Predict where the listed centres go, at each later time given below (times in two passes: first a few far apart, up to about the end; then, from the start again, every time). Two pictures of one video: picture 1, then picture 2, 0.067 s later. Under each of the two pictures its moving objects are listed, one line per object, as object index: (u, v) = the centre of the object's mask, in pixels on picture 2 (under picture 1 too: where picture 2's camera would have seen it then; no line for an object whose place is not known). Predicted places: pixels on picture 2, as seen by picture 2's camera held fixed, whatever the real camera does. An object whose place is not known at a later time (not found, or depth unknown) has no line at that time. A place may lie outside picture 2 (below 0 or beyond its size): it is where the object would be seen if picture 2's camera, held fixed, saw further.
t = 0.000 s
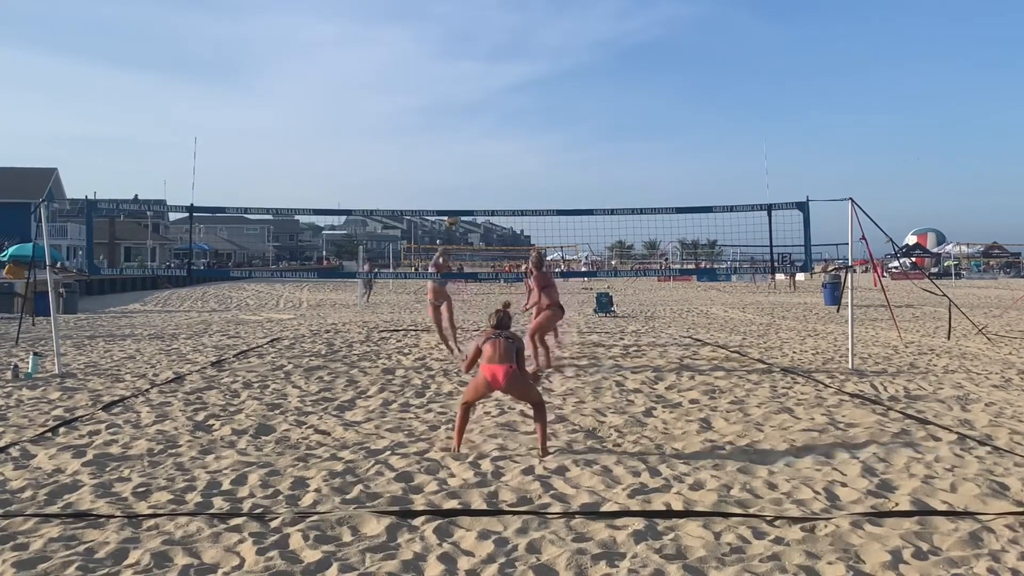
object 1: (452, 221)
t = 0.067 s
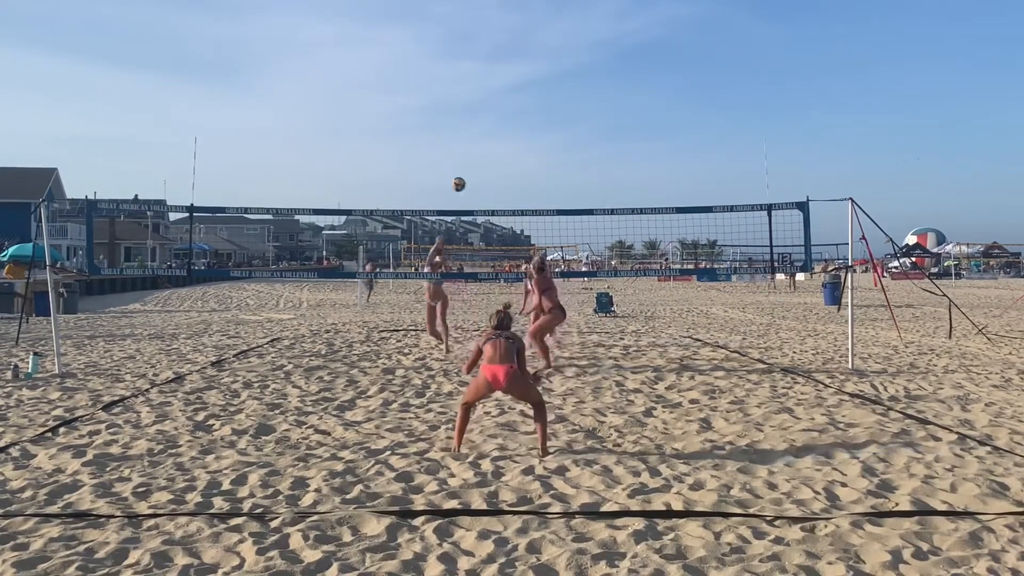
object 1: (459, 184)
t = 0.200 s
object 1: (472, 124)
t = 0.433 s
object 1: (494, 50)
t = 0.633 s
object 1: (514, 18)
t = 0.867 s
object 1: (535, 15)
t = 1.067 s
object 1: (553, 39)
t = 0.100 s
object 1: (462, 168)
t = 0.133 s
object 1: (465, 152)
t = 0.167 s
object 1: (468, 138)
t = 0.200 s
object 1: (472, 124)
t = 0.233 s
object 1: (475, 111)
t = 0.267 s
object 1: (478, 99)
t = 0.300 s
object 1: (481, 87)
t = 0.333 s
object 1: (485, 77)
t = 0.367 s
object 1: (487, 67)
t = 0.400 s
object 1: (491, 58)
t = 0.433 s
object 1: (494, 50)
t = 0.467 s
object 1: (497, 42)
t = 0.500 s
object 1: (501, 36)
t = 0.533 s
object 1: (505, 31)
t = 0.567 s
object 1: (508, 26)
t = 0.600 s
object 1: (511, 21)
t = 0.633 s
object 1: (514, 18)
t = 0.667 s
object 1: (517, 15)
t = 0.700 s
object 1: (520, 13)
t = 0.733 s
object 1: (523, 12)
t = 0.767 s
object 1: (526, 12)
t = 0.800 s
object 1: (529, 12)
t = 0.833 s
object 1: (532, 13)
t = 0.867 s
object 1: (535, 15)
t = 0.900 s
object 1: (538, 17)
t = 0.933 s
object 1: (541, 20)
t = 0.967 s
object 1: (544, 24)
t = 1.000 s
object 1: (547, 28)
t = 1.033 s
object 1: (550, 34)
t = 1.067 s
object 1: (553, 39)
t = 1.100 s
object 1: (556, 46)
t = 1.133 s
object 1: (558, 53)
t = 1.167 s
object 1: (561, 61)
